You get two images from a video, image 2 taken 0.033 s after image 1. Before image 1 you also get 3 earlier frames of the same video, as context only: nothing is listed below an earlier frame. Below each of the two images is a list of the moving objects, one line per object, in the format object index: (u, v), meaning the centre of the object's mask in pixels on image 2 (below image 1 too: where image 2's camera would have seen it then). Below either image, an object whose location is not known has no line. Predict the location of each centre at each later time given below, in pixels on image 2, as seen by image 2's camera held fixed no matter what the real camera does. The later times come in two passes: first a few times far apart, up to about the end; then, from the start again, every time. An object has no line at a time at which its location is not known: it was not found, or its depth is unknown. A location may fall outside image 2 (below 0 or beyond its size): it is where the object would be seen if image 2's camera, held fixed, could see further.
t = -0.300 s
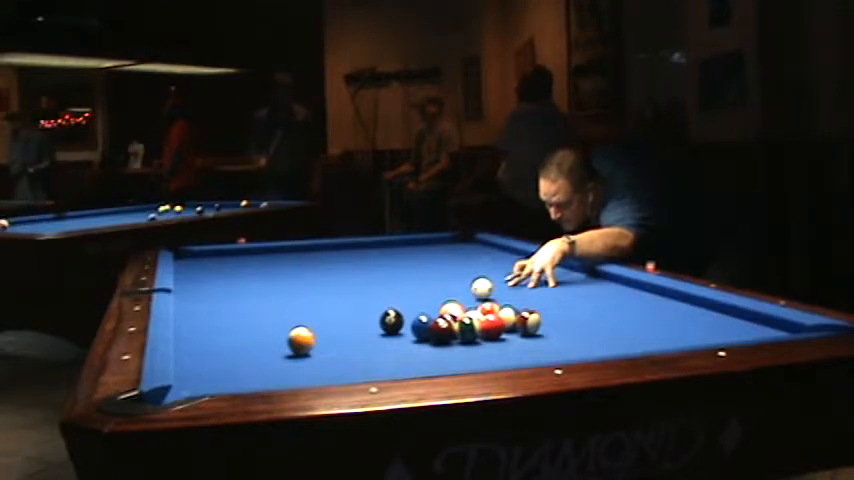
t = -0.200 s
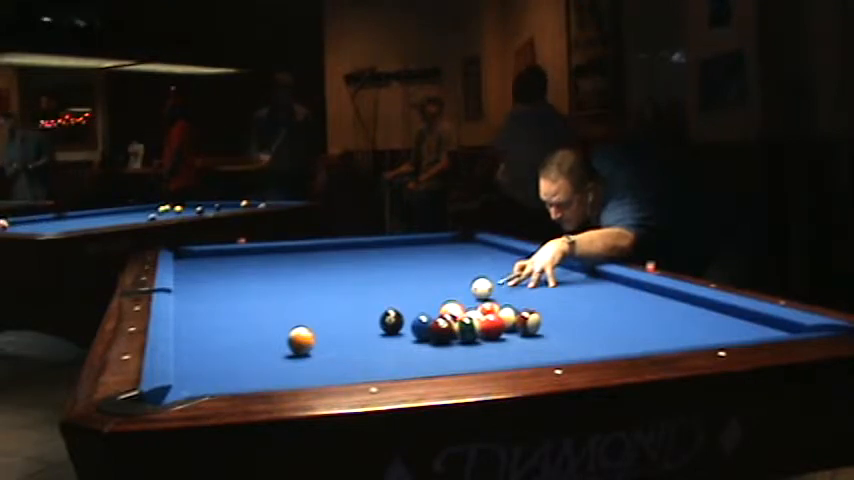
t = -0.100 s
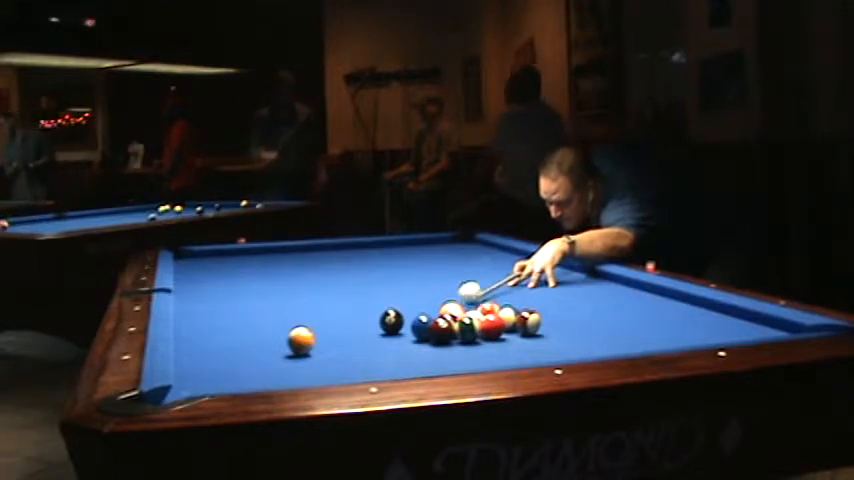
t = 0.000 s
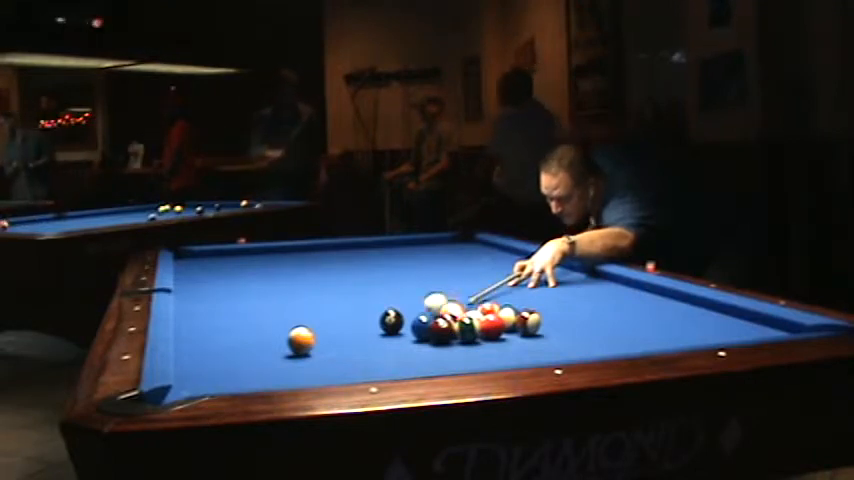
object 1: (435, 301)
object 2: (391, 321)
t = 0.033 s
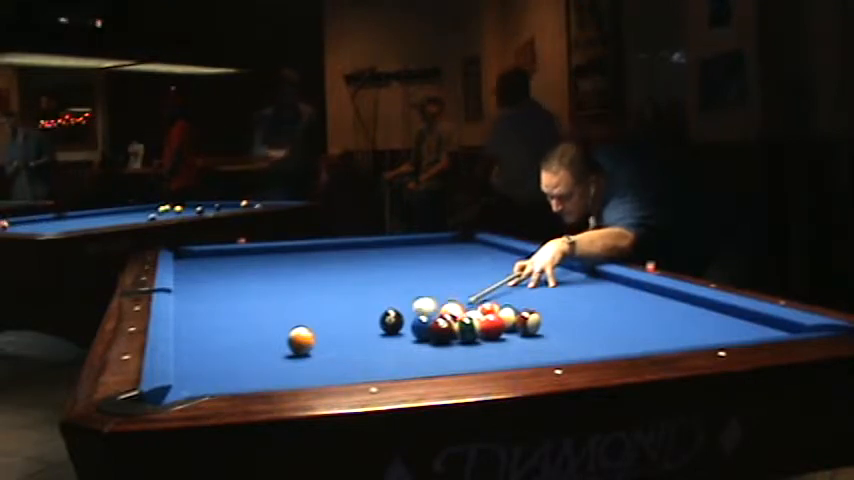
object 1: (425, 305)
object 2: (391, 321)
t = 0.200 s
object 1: (400, 315)
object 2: (358, 334)
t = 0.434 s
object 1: (395, 315)
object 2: (288, 361)
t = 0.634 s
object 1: (392, 315)
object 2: (218, 380)
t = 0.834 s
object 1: (391, 315)
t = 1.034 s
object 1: (391, 315)
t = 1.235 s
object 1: (390, 315)
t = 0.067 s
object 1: (412, 311)
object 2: (391, 321)
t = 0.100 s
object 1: (405, 314)
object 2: (389, 322)
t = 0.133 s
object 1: (402, 316)
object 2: (379, 326)
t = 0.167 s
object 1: (401, 315)
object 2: (368, 330)
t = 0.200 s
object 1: (400, 315)
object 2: (358, 334)
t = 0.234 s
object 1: (399, 315)
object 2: (348, 338)
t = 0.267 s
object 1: (399, 315)
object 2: (338, 342)
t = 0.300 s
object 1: (397, 315)
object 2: (328, 345)
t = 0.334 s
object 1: (397, 315)
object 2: (319, 350)
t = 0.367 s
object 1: (396, 315)
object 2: (309, 353)
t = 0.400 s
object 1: (396, 315)
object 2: (299, 357)
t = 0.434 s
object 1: (395, 315)
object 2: (288, 361)
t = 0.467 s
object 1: (394, 315)
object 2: (278, 365)
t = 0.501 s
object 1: (394, 315)
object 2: (266, 368)
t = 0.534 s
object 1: (393, 315)
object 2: (255, 371)
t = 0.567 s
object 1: (393, 315)
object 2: (243, 375)
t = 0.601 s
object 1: (393, 315)
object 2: (231, 377)
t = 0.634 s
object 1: (392, 315)
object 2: (218, 380)
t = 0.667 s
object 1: (392, 315)
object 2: (204, 384)
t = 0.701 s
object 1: (392, 315)
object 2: (190, 388)
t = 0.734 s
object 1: (391, 315)
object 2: (178, 393)
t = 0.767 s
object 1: (391, 315)
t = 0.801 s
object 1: (391, 315)
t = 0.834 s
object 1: (391, 315)
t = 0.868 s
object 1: (391, 315)
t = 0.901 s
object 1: (391, 315)
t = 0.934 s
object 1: (391, 315)
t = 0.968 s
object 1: (391, 315)
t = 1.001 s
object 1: (391, 315)
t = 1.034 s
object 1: (391, 315)
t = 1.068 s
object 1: (391, 315)
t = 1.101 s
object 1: (391, 315)
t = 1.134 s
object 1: (391, 315)
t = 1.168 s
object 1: (391, 315)
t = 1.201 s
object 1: (390, 315)
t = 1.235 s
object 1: (390, 315)
